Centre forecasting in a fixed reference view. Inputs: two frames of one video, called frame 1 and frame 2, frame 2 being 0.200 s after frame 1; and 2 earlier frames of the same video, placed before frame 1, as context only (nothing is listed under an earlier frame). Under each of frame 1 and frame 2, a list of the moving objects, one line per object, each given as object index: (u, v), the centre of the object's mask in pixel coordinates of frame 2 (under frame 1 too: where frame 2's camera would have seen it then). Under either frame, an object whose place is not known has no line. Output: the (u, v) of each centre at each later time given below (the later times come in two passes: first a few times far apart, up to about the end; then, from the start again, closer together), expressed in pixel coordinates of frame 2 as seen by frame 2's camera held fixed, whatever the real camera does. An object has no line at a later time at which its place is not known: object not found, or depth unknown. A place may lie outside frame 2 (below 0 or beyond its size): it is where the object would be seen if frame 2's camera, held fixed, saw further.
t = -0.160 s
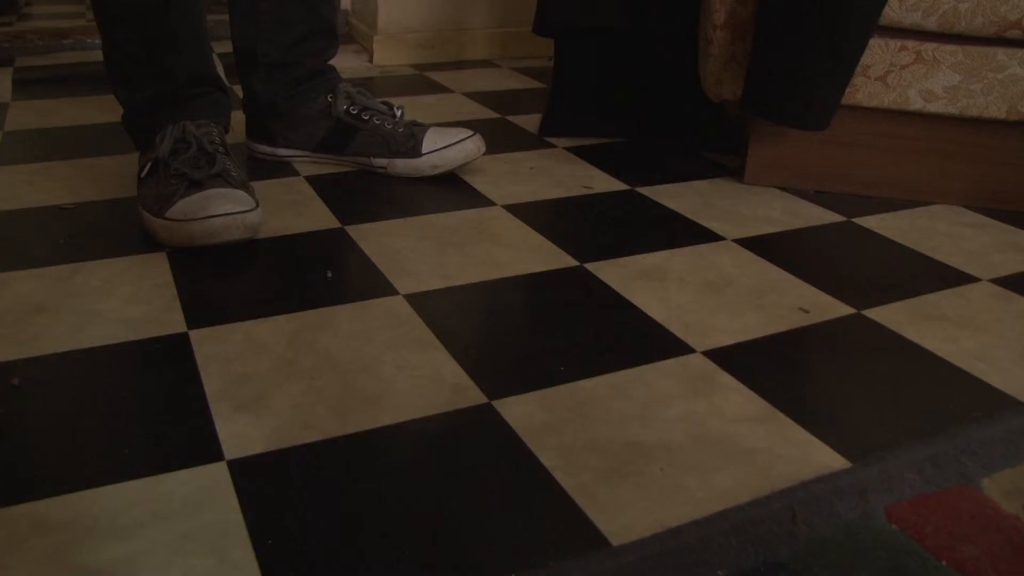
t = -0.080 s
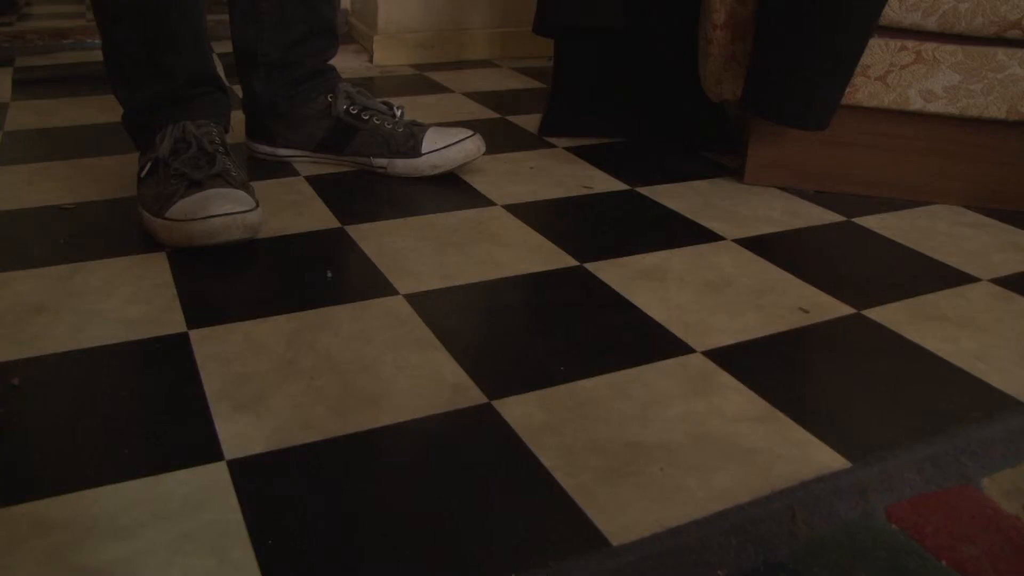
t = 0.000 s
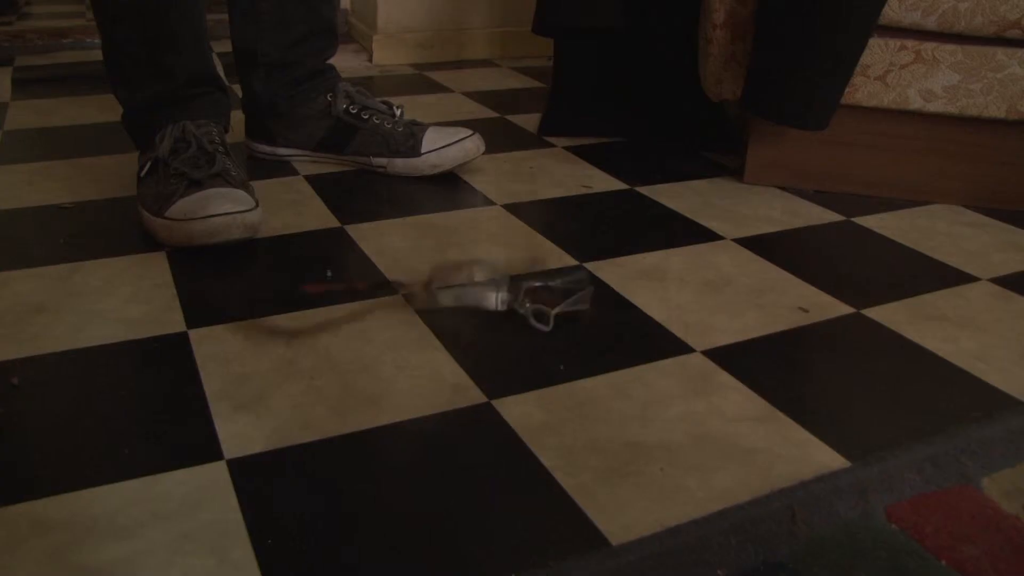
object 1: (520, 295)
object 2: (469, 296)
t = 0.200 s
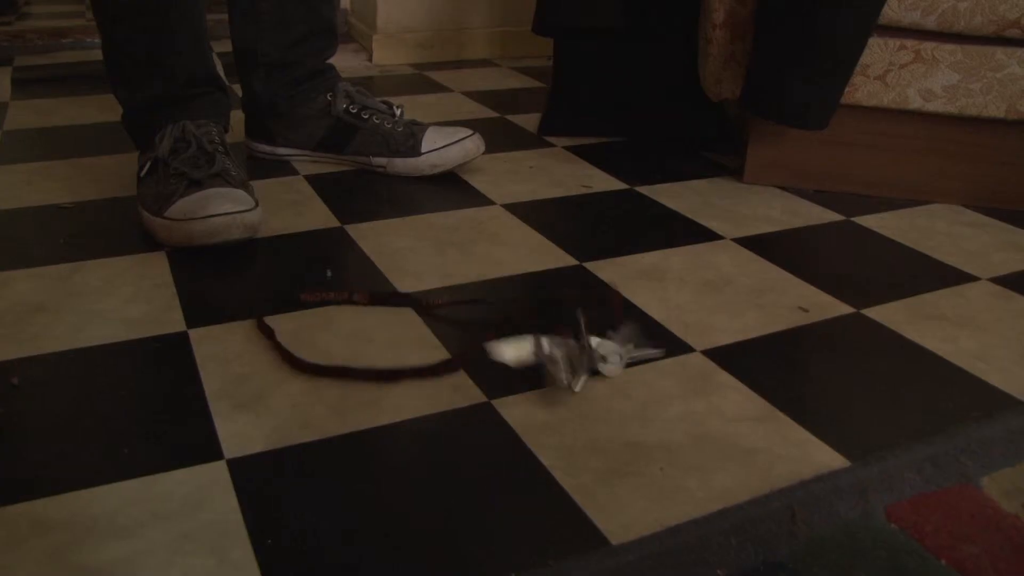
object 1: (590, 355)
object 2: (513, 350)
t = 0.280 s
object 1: (617, 372)
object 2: (559, 369)
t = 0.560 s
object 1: (605, 377)
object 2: (528, 377)
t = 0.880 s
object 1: (605, 377)
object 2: (528, 377)
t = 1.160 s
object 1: (605, 377)
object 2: (528, 377)
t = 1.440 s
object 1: (605, 377)
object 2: (528, 377)
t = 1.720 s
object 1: (605, 377)
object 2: (529, 376)
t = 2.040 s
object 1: (605, 377)
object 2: (528, 377)
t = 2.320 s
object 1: (604, 376)
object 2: (528, 377)
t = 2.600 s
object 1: (604, 376)
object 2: (528, 377)
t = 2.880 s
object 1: (604, 376)
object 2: (528, 376)
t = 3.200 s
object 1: (604, 376)
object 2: (525, 379)
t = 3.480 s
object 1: (604, 377)
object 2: (528, 376)
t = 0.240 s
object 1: (595, 364)
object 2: (532, 365)
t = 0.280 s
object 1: (617, 372)
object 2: (559, 369)
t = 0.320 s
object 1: (607, 376)
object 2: (546, 377)
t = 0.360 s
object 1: (608, 375)
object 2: (535, 378)
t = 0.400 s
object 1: (607, 376)
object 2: (528, 377)
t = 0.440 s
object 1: (606, 377)
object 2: (528, 376)
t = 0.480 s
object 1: (606, 377)
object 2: (528, 376)
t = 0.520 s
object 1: (606, 377)
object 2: (528, 377)
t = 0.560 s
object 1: (605, 377)
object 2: (528, 377)
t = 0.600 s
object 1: (605, 377)
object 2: (528, 376)
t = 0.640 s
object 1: (605, 377)
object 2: (528, 376)
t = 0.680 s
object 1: (605, 377)
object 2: (528, 377)
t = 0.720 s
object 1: (605, 377)
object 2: (528, 377)
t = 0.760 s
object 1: (605, 377)
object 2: (528, 377)
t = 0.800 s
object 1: (605, 377)
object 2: (528, 377)
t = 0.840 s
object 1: (606, 377)
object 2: (528, 377)
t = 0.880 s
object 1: (605, 377)
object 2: (528, 377)
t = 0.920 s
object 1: (605, 377)
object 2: (528, 377)
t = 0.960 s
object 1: (605, 377)
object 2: (528, 377)
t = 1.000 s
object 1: (605, 377)
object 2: (528, 377)
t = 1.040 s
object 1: (605, 377)
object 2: (528, 377)
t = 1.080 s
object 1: (605, 377)
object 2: (528, 377)
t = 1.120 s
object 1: (605, 377)
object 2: (528, 377)
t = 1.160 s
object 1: (605, 377)
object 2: (528, 377)
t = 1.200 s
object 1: (605, 377)
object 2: (528, 377)
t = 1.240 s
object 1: (605, 377)
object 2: (529, 377)
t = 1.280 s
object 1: (605, 377)
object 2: (528, 377)
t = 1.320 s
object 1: (605, 377)
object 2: (528, 377)
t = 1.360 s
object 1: (605, 377)
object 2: (529, 377)
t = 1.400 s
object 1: (605, 377)
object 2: (529, 377)
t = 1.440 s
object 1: (605, 377)
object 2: (528, 377)
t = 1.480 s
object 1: (605, 377)
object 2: (528, 377)
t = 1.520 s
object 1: (605, 377)
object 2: (529, 377)
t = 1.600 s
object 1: (605, 377)
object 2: (528, 377)
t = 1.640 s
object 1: (605, 377)
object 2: (528, 377)
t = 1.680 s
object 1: (604, 377)
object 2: (528, 377)
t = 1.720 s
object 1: (605, 377)
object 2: (529, 376)
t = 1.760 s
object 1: (604, 377)
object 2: (528, 376)
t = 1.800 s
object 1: (605, 377)
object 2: (528, 377)
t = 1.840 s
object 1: (604, 377)
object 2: (529, 376)
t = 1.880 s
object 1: (604, 377)
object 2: (528, 377)
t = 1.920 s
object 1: (604, 377)
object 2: (528, 376)
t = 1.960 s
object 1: (605, 377)
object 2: (528, 376)
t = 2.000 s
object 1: (605, 377)
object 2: (528, 377)
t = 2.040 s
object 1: (605, 377)
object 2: (528, 377)
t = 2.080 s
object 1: (604, 377)
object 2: (529, 376)
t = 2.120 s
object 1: (605, 377)
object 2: (528, 376)
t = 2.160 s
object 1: (605, 377)
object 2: (528, 376)
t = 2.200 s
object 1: (604, 377)
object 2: (529, 376)
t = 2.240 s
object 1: (604, 377)
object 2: (528, 376)
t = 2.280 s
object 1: (604, 377)
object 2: (528, 376)
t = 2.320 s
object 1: (604, 376)
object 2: (528, 377)
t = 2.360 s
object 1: (605, 377)
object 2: (528, 377)
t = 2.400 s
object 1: (604, 376)
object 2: (528, 376)
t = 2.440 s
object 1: (605, 377)
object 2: (528, 377)
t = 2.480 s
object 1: (604, 376)
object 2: (528, 377)
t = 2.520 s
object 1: (604, 376)
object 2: (528, 377)
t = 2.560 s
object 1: (604, 377)
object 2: (528, 377)
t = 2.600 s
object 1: (604, 376)
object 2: (528, 377)
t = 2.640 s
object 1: (604, 376)
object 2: (528, 376)
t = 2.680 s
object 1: (605, 377)
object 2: (528, 376)
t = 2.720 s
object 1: (605, 377)
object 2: (528, 376)
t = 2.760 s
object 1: (604, 376)
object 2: (528, 376)
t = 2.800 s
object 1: (605, 377)
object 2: (528, 376)
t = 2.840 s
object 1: (604, 376)
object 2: (528, 376)
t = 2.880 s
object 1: (604, 376)
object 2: (528, 376)
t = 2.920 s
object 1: (604, 377)
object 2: (528, 376)
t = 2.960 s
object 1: (605, 377)
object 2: (528, 377)
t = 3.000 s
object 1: (604, 376)
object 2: (528, 376)
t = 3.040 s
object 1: (604, 377)
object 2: (528, 376)
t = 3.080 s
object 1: (604, 377)
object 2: (528, 376)
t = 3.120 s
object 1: (604, 377)
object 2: (528, 376)
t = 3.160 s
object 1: (604, 376)
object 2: (528, 377)
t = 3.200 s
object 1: (604, 376)
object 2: (525, 379)
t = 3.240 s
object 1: (605, 376)
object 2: (528, 377)
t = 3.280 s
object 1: (604, 376)
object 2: (528, 377)
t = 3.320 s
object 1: (605, 377)
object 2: (528, 376)
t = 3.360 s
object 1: (604, 377)
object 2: (528, 377)
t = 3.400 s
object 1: (604, 377)
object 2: (528, 376)
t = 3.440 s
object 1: (604, 377)
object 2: (528, 377)
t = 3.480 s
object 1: (604, 377)
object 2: (528, 376)
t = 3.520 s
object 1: (605, 377)
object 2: (528, 377)
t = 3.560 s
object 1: (605, 377)
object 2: (528, 377)
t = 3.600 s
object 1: (605, 377)
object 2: (528, 377)
